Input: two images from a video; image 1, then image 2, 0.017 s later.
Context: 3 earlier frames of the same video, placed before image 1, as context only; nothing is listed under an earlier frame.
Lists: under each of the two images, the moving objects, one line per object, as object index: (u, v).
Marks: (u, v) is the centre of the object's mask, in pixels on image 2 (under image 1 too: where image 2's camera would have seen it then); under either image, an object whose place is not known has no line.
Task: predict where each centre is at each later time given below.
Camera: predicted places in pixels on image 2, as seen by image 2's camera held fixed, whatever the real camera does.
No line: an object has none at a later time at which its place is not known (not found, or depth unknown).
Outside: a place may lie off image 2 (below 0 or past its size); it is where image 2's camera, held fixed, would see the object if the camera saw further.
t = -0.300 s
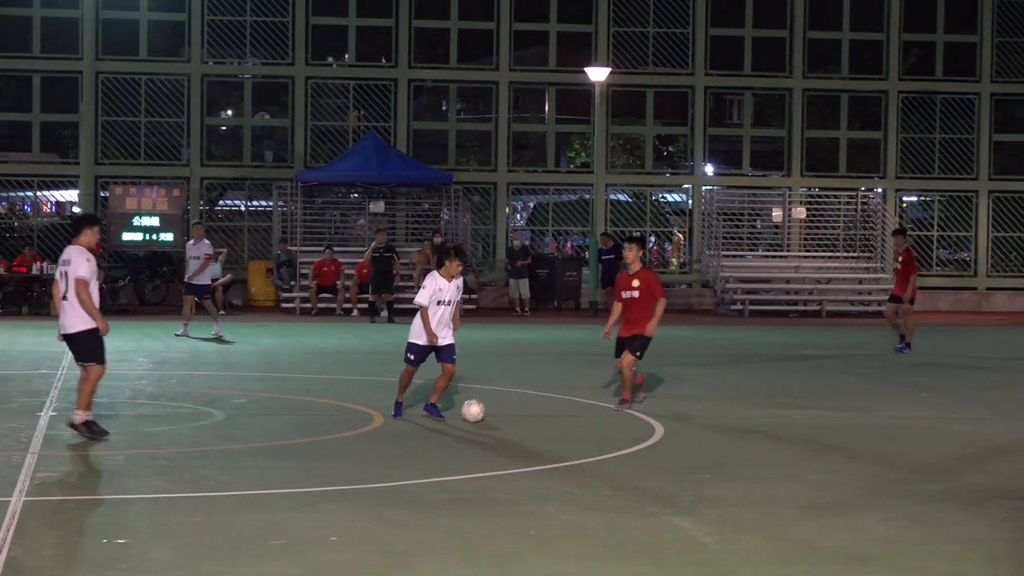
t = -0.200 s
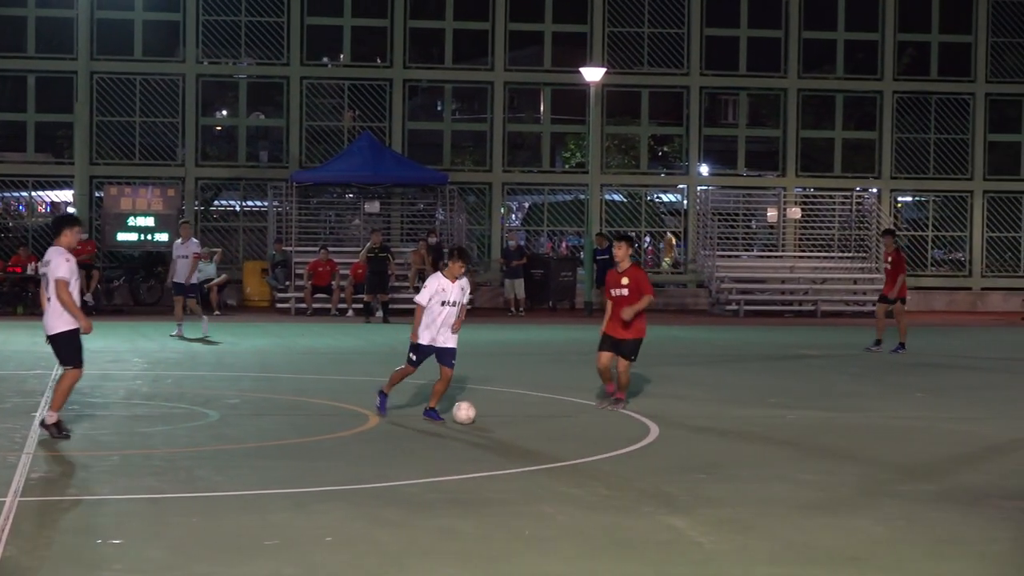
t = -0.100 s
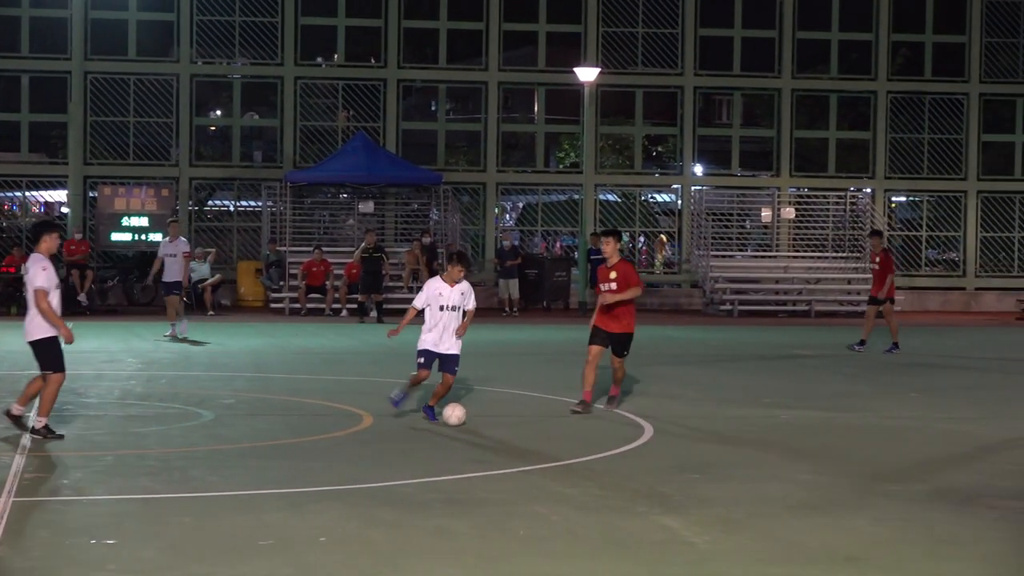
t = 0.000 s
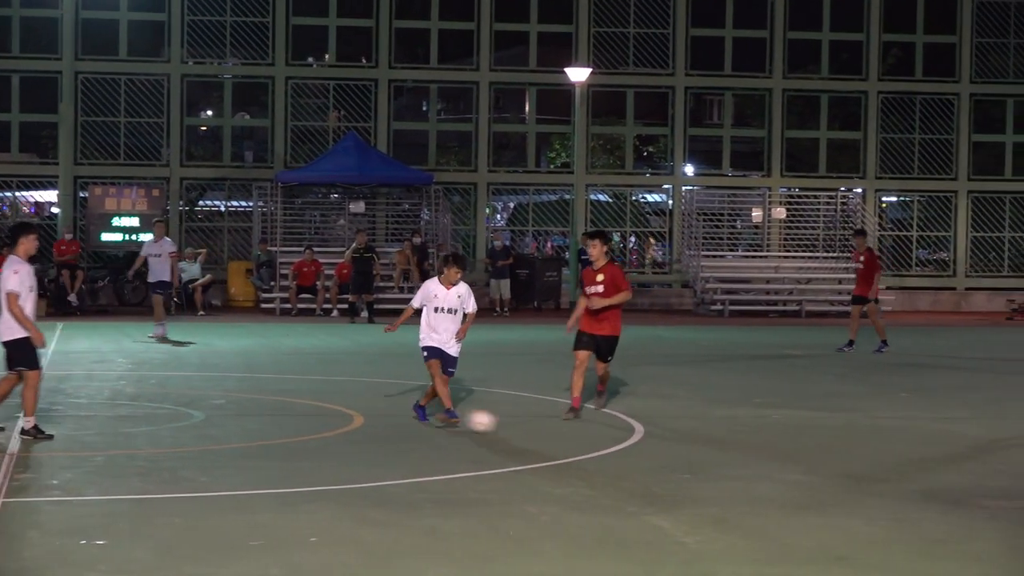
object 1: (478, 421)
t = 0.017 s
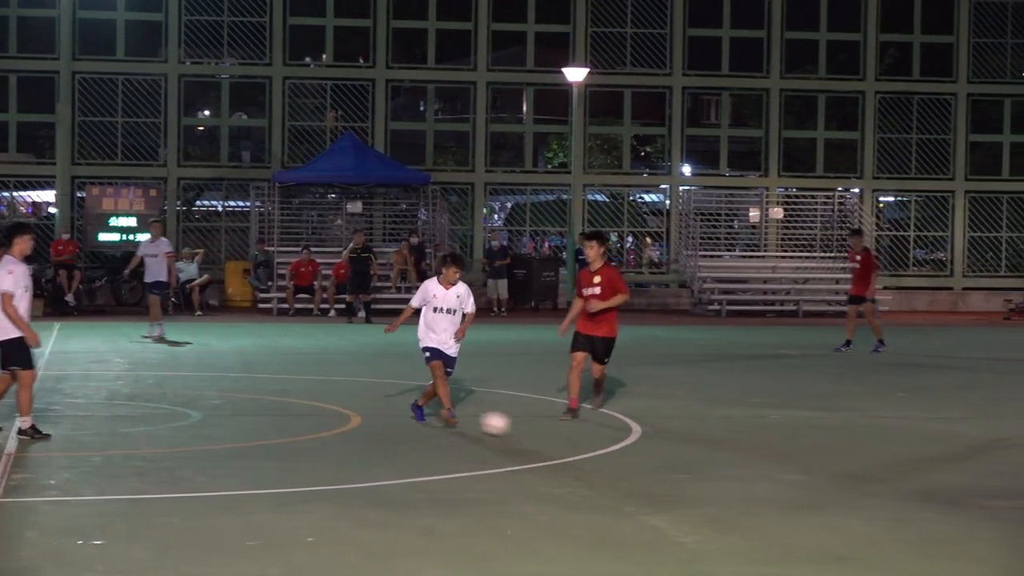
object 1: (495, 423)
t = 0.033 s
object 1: (511, 426)
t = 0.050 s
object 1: (527, 428)
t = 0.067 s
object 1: (544, 431)
